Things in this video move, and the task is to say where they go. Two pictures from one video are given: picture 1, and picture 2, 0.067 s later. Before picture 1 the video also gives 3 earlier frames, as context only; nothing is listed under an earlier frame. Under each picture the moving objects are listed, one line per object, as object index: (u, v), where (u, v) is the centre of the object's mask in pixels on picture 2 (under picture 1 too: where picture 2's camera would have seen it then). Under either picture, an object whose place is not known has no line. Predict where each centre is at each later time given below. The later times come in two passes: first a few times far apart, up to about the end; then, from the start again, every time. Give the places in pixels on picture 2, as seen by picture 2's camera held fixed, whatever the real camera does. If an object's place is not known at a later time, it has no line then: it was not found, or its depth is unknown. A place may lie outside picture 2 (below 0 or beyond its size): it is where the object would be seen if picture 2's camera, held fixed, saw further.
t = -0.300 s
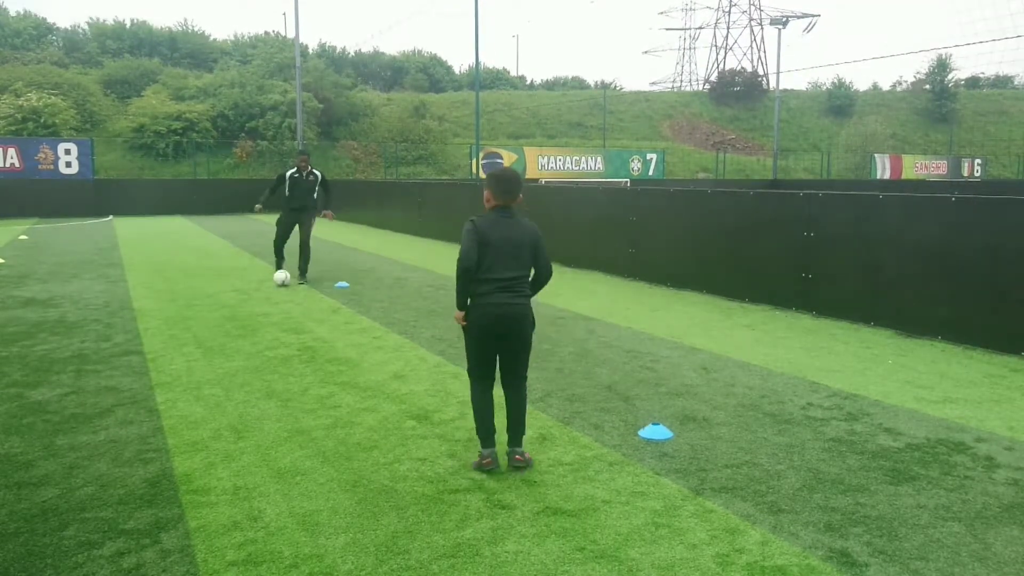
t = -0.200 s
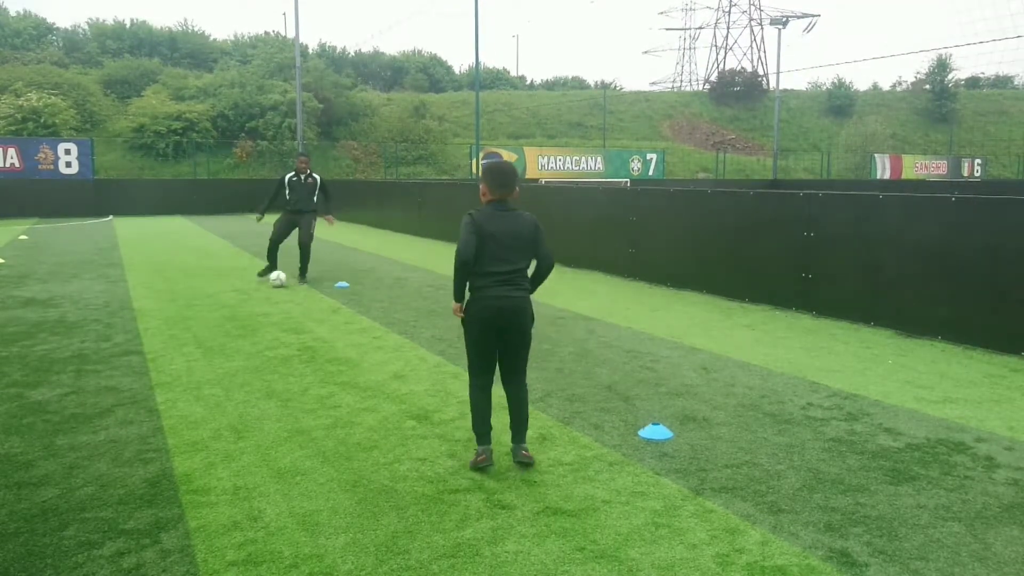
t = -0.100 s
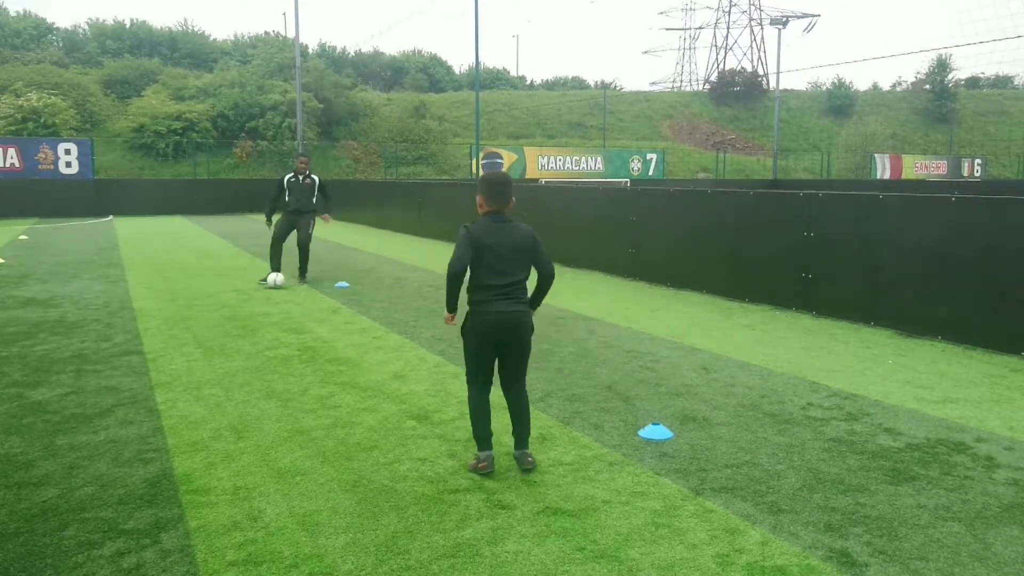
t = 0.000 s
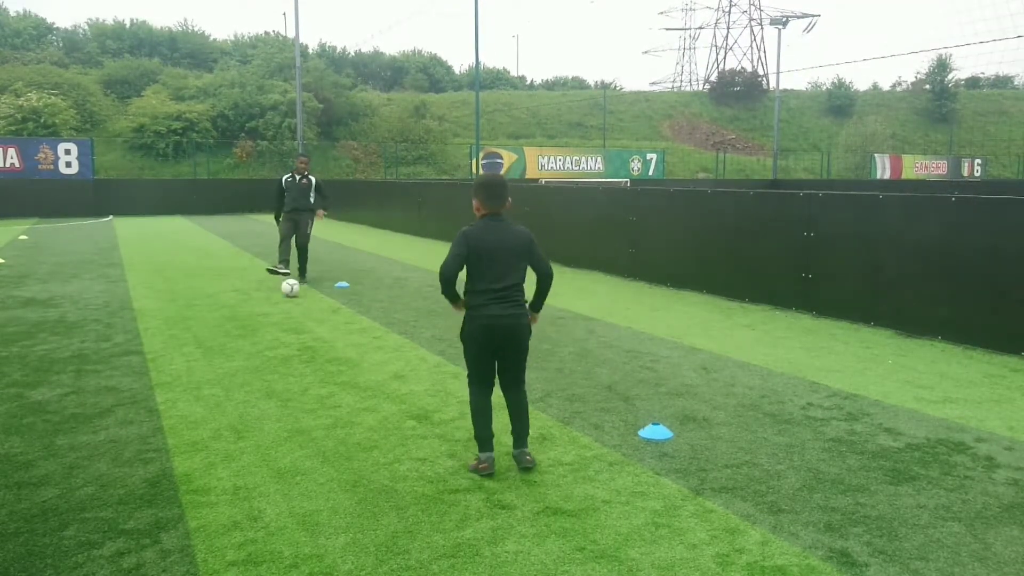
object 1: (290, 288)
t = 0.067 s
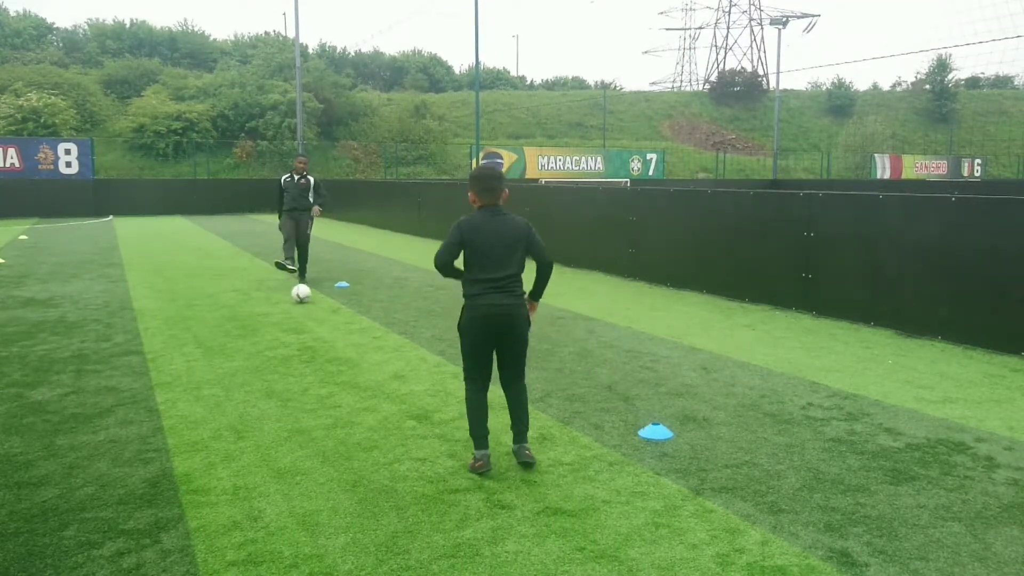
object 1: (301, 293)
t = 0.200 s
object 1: (324, 305)
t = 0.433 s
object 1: (369, 325)
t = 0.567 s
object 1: (396, 337)
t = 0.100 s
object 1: (307, 296)
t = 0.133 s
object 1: (312, 299)
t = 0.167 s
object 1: (318, 302)
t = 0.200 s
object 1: (324, 305)
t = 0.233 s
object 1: (330, 307)
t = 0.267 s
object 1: (336, 311)
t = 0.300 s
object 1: (343, 315)
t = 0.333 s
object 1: (349, 315)
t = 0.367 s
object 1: (355, 317)
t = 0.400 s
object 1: (361, 321)
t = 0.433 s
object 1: (369, 325)
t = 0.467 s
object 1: (376, 332)
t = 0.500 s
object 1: (383, 334)
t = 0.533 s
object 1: (389, 335)
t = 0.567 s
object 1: (396, 337)
